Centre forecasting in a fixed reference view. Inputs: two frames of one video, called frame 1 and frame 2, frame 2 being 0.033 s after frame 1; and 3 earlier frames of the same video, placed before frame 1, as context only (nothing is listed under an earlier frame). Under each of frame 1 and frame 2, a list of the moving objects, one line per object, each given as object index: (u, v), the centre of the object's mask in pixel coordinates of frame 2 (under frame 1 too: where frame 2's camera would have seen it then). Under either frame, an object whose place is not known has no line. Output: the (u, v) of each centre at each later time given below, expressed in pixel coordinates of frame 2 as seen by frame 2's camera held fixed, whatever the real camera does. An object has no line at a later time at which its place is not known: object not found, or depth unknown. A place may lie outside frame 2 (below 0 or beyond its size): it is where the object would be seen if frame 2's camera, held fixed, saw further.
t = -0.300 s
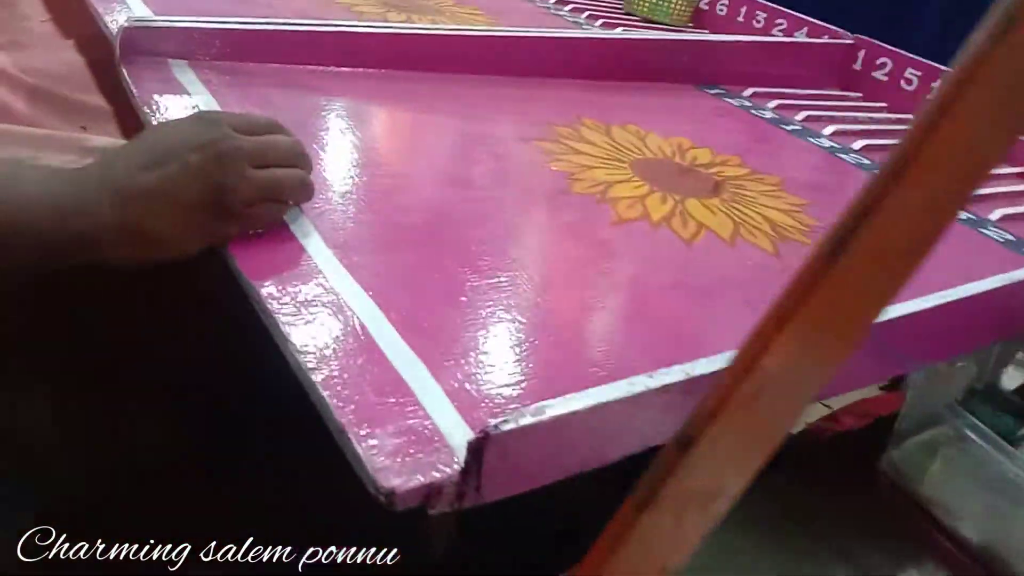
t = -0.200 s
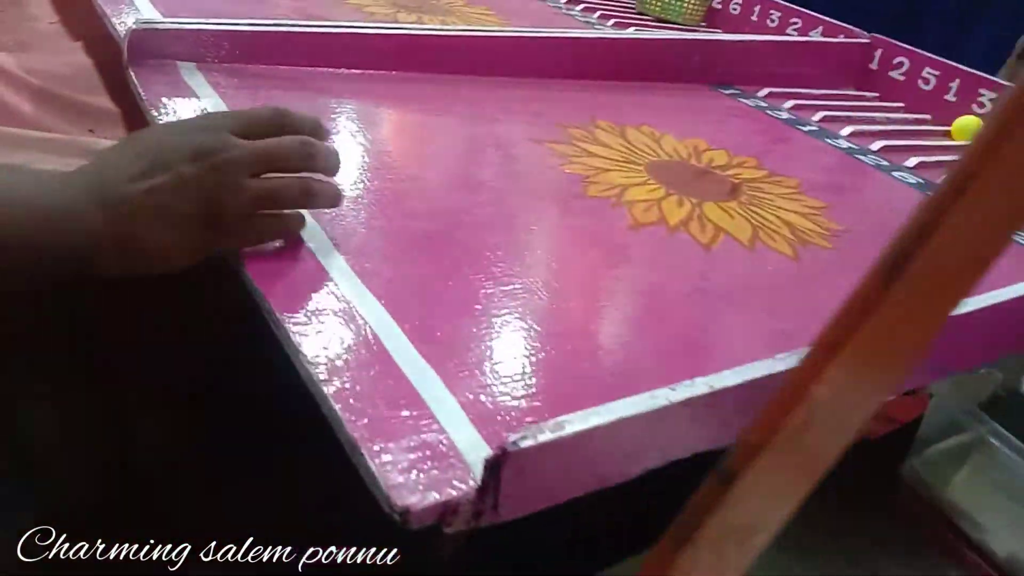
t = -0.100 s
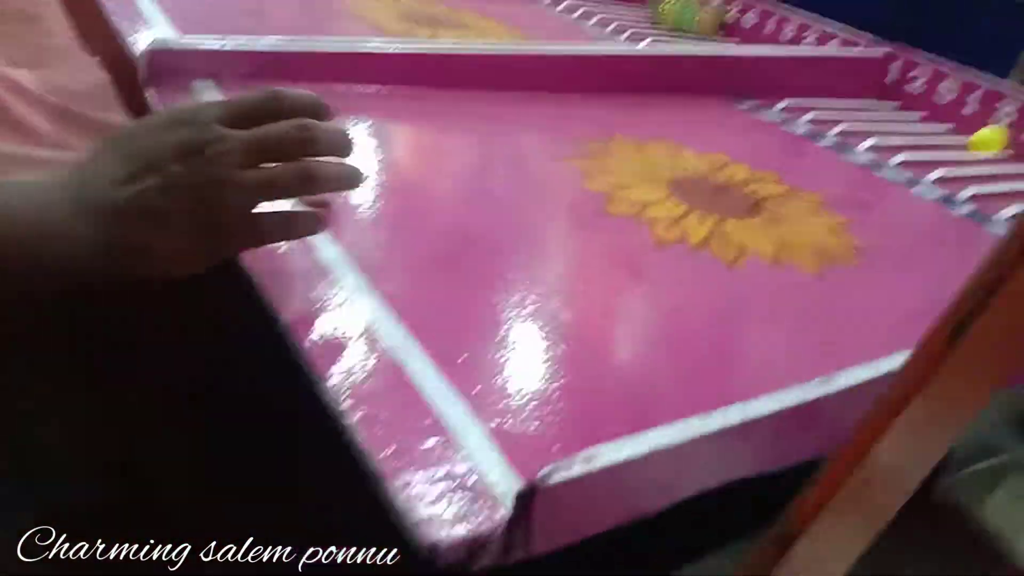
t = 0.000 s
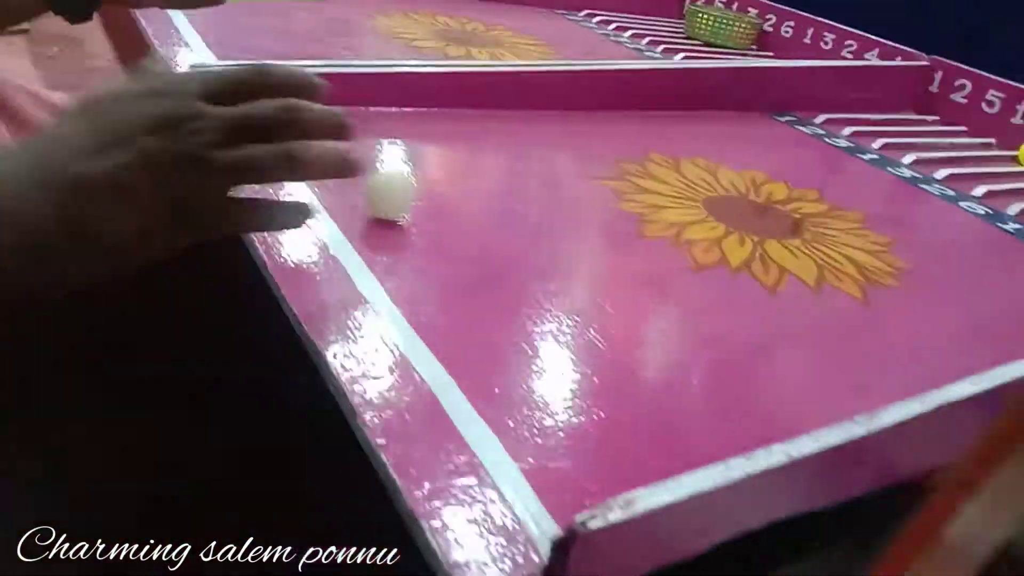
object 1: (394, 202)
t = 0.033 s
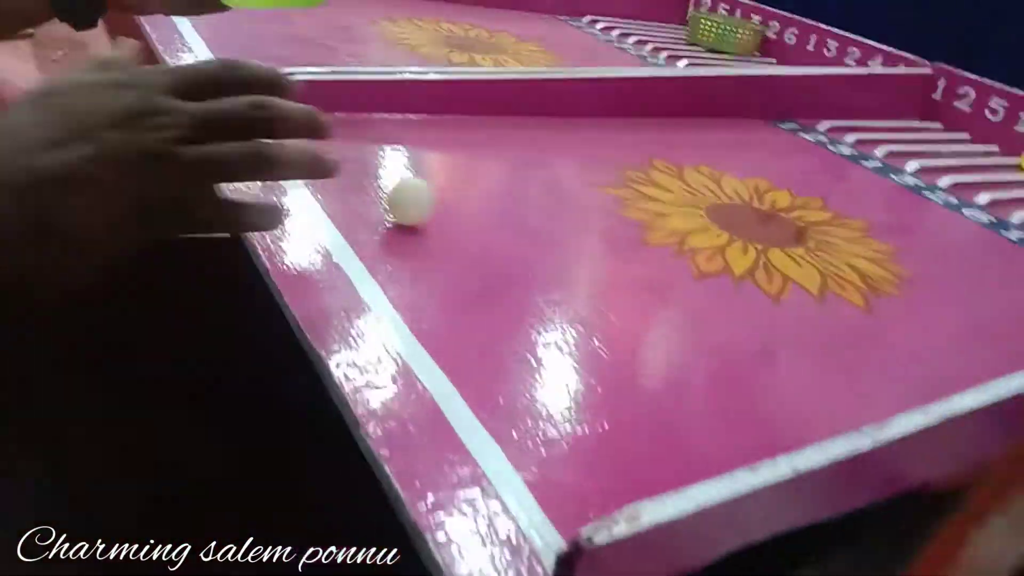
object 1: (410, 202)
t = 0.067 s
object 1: (427, 199)
